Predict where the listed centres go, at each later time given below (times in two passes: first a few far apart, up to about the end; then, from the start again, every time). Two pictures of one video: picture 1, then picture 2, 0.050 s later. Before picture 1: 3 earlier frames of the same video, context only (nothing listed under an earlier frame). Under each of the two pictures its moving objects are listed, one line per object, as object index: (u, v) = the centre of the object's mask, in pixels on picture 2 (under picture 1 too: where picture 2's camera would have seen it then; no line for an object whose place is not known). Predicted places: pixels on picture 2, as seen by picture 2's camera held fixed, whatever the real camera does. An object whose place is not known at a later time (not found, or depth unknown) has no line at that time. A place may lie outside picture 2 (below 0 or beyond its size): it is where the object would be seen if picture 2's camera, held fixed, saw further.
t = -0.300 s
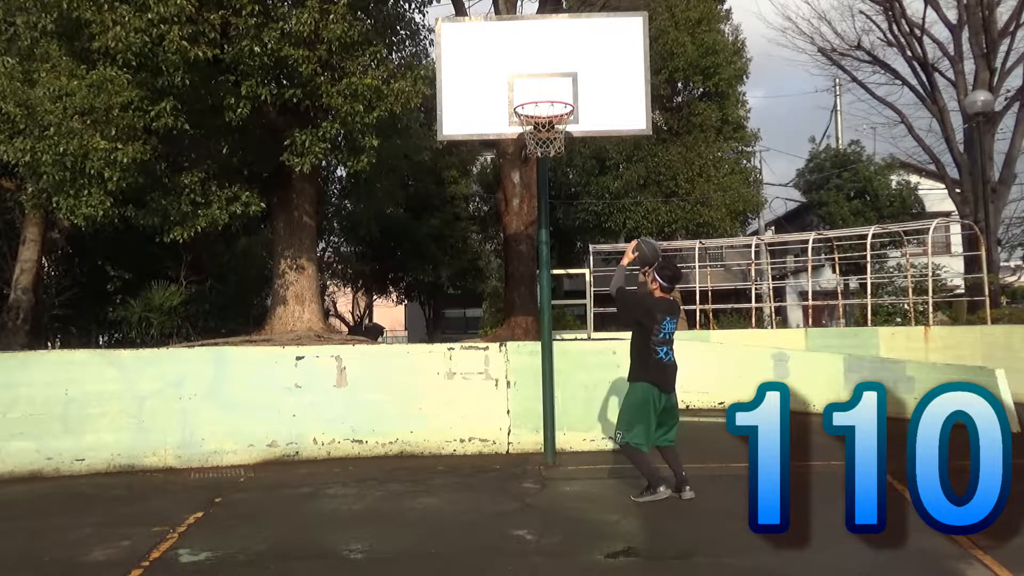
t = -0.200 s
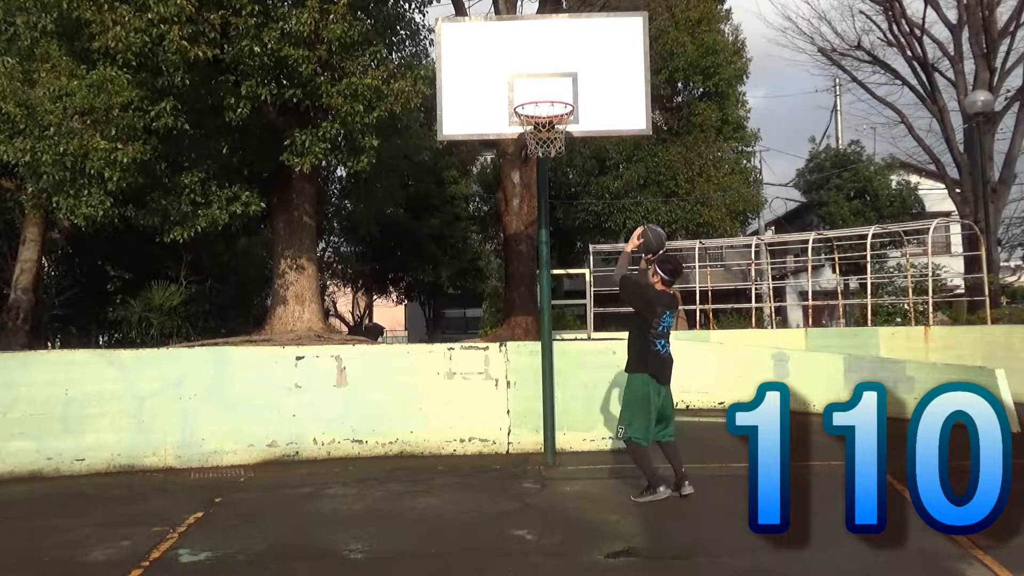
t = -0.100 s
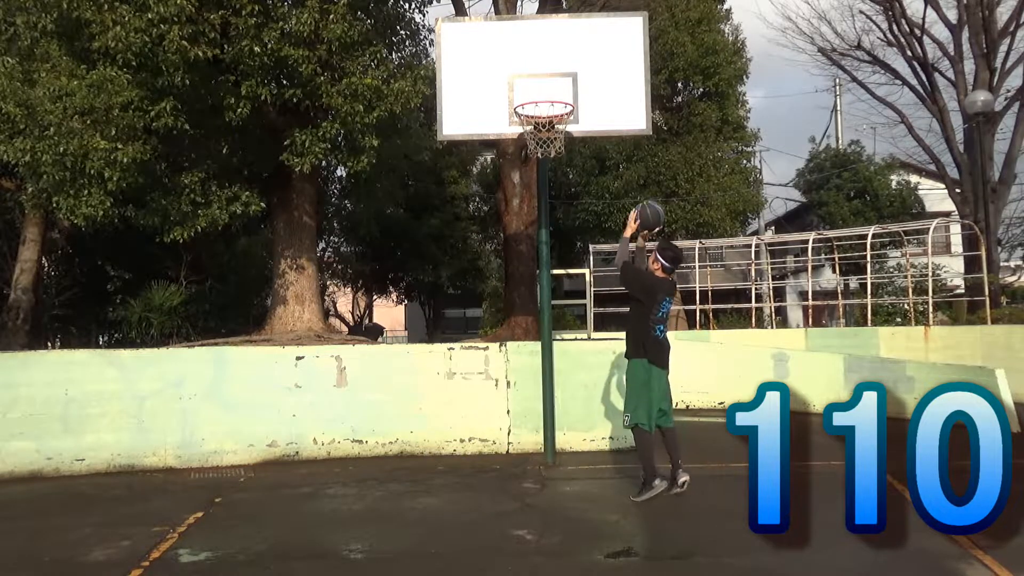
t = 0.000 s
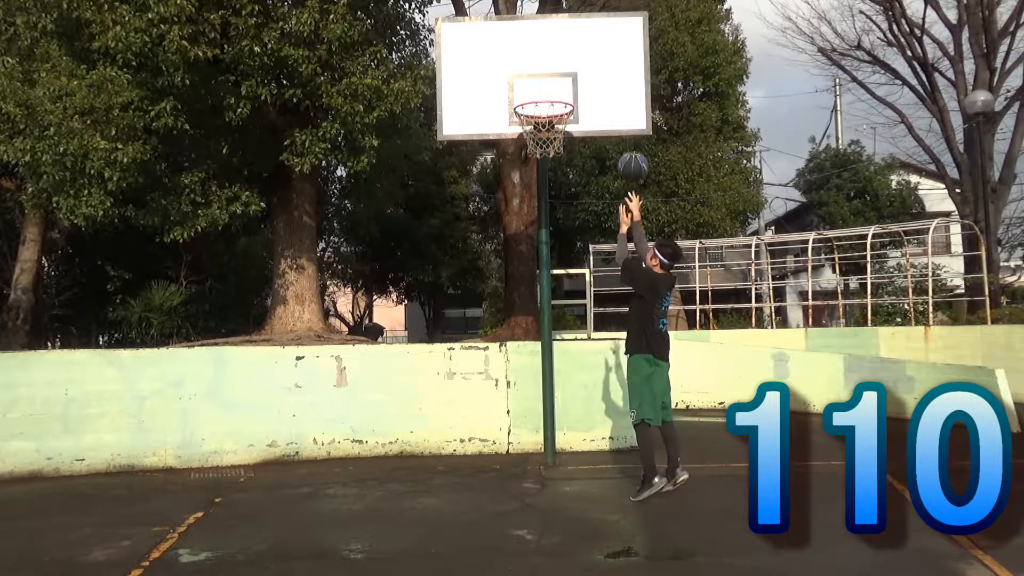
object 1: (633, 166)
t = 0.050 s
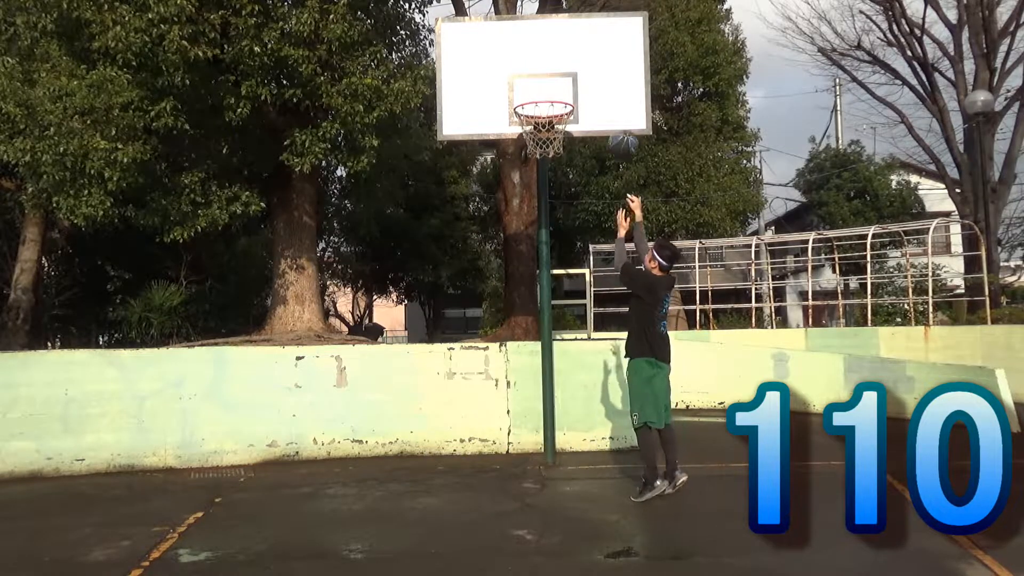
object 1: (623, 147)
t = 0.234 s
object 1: (589, 90)
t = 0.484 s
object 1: (561, 85)
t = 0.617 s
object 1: (549, 115)
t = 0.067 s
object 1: (620, 138)
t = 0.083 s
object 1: (617, 131)
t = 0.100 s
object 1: (613, 125)
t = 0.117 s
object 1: (610, 120)
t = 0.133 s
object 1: (607, 114)
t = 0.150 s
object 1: (604, 109)
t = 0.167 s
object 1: (601, 105)
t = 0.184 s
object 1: (598, 101)
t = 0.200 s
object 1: (595, 97)
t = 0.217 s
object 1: (592, 93)
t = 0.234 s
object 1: (589, 90)
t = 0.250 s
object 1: (586, 87)
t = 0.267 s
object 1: (584, 85)
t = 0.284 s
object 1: (581, 83)
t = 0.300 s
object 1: (578, 81)
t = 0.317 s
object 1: (575, 79)
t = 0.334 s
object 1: (573, 79)
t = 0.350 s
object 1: (572, 78)
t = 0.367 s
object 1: (571, 78)
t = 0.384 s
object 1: (569, 78)
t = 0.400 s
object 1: (568, 79)
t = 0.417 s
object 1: (566, 79)
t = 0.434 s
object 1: (565, 80)
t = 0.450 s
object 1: (564, 81)
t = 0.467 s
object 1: (562, 83)
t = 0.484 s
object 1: (561, 85)
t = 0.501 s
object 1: (559, 87)
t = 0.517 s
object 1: (558, 89)
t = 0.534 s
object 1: (557, 91)
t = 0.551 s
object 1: (555, 97)
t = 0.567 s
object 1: (554, 101)
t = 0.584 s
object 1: (552, 106)
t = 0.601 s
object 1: (551, 110)
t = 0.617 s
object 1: (549, 115)
